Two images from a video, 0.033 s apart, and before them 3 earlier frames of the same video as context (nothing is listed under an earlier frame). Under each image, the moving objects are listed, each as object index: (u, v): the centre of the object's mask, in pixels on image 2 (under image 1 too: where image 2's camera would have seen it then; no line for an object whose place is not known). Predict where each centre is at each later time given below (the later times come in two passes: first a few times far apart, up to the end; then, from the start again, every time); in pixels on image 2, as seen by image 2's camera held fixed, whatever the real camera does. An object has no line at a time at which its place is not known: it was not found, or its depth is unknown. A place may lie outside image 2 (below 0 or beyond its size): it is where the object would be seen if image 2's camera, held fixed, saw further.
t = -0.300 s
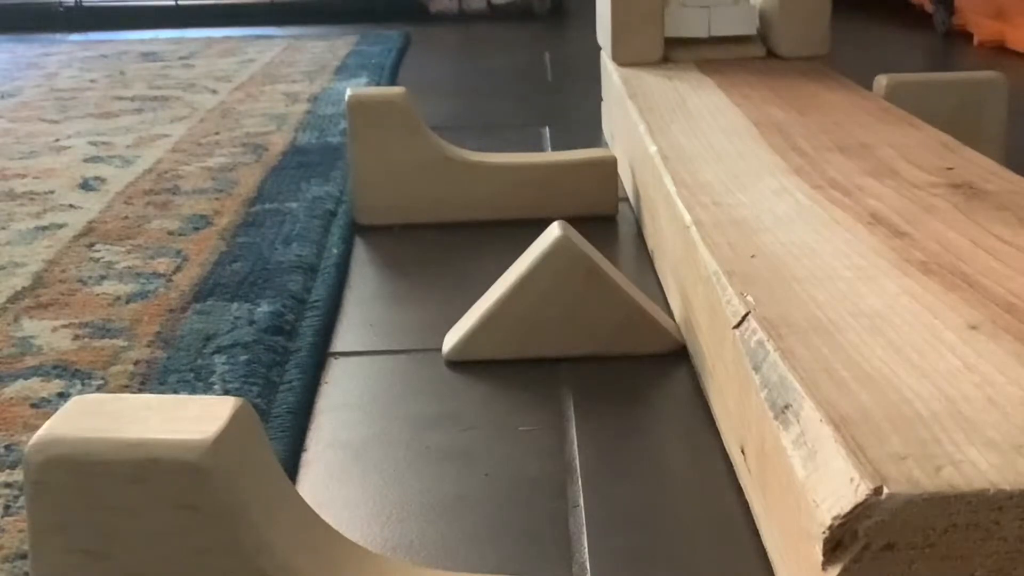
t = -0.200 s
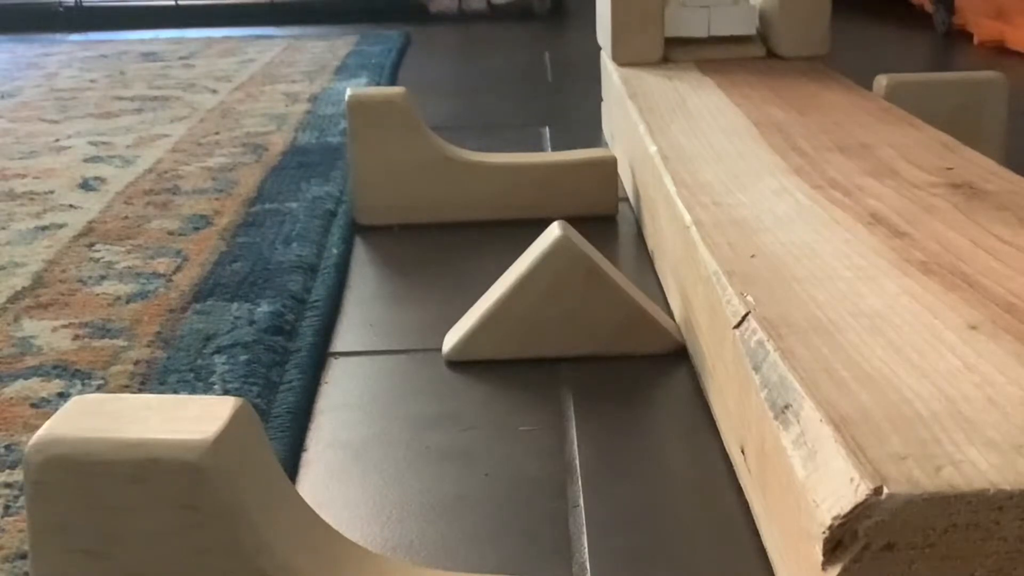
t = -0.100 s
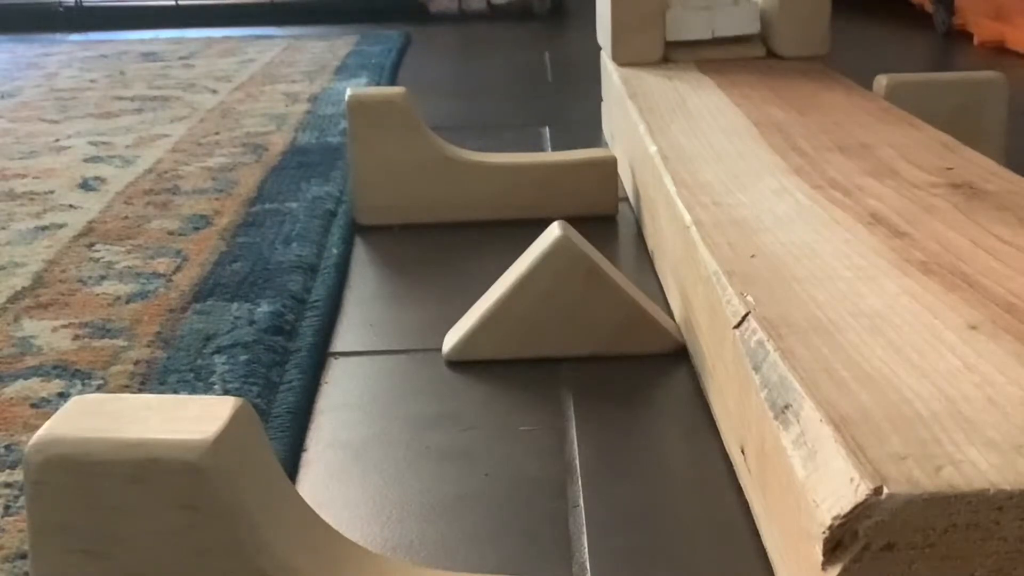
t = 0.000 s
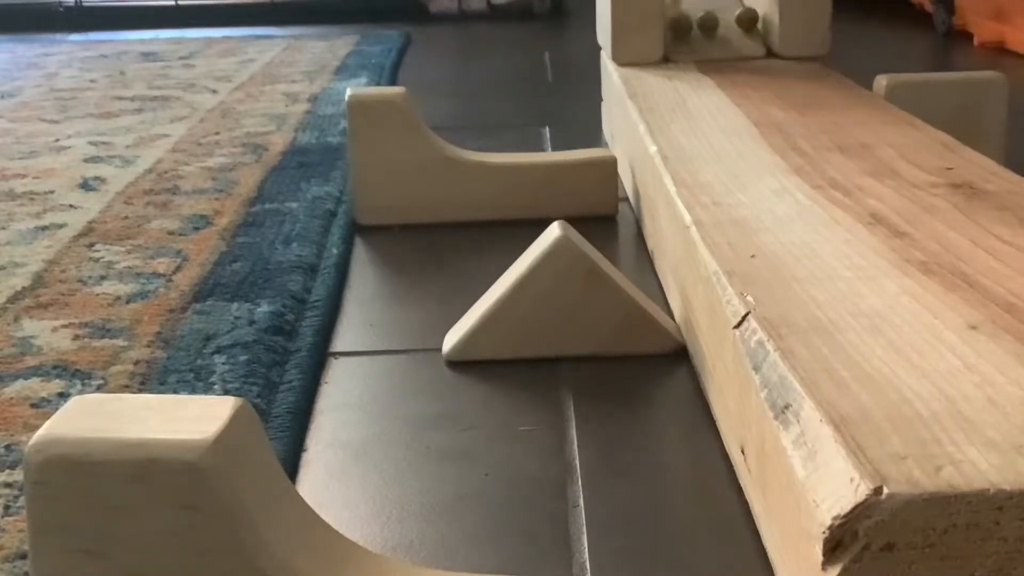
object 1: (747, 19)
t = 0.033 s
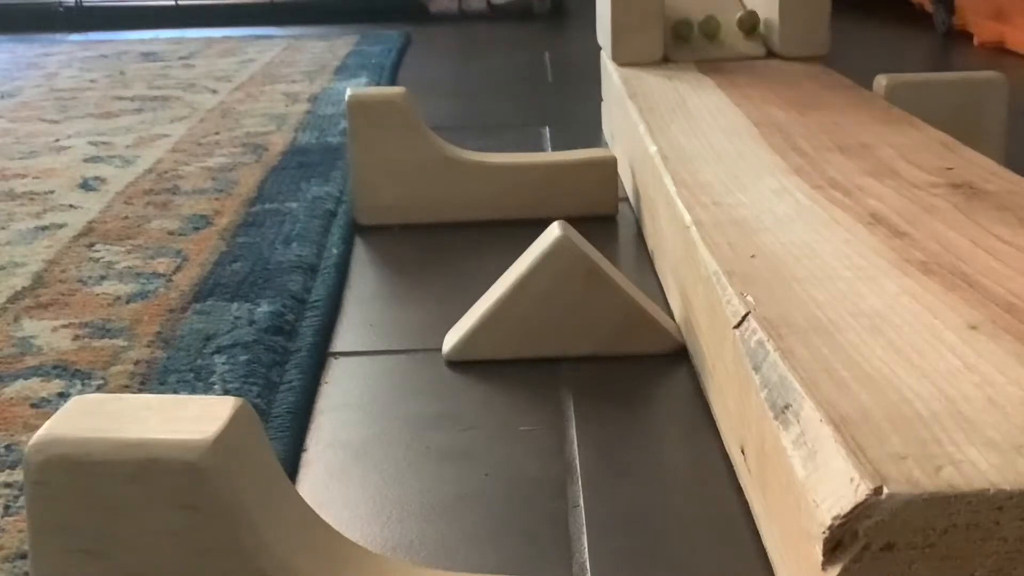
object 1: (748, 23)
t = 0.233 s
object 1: (759, 49)
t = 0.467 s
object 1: (768, 66)
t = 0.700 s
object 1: (779, 84)
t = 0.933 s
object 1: (795, 106)
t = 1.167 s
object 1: (812, 134)
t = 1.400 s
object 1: (828, 168)
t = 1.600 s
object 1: (833, 205)
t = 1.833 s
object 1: (826, 259)
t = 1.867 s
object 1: (824, 268)
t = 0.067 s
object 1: (750, 27)
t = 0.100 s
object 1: (751, 31)
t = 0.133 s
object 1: (753, 36)
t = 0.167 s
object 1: (756, 45)
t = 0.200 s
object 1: (756, 46)
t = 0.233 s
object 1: (759, 49)
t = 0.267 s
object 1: (760, 51)
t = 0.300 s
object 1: (762, 55)
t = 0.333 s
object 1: (763, 57)
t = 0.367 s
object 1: (764, 60)
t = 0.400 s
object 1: (766, 61)
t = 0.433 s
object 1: (767, 64)
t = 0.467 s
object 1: (768, 66)
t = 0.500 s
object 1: (770, 68)
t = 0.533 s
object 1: (771, 71)
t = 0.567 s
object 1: (772, 74)
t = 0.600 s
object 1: (774, 76)
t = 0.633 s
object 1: (776, 79)
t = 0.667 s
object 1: (777, 81)
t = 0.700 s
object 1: (779, 84)
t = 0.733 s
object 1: (781, 87)
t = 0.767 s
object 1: (783, 90)
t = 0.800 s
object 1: (786, 93)
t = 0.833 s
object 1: (788, 96)
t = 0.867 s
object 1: (791, 99)
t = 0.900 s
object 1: (793, 103)
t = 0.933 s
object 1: (795, 106)
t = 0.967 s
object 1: (797, 110)
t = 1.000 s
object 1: (800, 113)
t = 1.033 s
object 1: (802, 117)
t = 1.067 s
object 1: (805, 121)
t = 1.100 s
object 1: (807, 125)
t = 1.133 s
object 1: (810, 129)
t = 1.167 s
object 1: (812, 134)
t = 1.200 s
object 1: (814, 138)
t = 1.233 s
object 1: (817, 142)
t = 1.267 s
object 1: (820, 147)
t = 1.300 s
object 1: (822, 152)
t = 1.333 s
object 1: (824, 157)
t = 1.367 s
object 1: (826, 162)
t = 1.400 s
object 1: (828, 168)
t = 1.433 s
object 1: (830, 173)
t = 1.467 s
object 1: (831, 179)
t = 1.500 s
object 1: (832, 185)
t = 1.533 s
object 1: (832, 191)
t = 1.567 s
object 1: (833, 198)
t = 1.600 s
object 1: (833, 205)
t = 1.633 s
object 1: (833, 212)
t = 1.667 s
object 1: (832, 219)
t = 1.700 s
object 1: (831, 226)
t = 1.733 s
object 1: (830, 234)
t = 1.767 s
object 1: (828, 242)
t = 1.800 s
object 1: (827, 251)
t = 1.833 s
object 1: (826, 259)
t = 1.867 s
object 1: (824, 268)
